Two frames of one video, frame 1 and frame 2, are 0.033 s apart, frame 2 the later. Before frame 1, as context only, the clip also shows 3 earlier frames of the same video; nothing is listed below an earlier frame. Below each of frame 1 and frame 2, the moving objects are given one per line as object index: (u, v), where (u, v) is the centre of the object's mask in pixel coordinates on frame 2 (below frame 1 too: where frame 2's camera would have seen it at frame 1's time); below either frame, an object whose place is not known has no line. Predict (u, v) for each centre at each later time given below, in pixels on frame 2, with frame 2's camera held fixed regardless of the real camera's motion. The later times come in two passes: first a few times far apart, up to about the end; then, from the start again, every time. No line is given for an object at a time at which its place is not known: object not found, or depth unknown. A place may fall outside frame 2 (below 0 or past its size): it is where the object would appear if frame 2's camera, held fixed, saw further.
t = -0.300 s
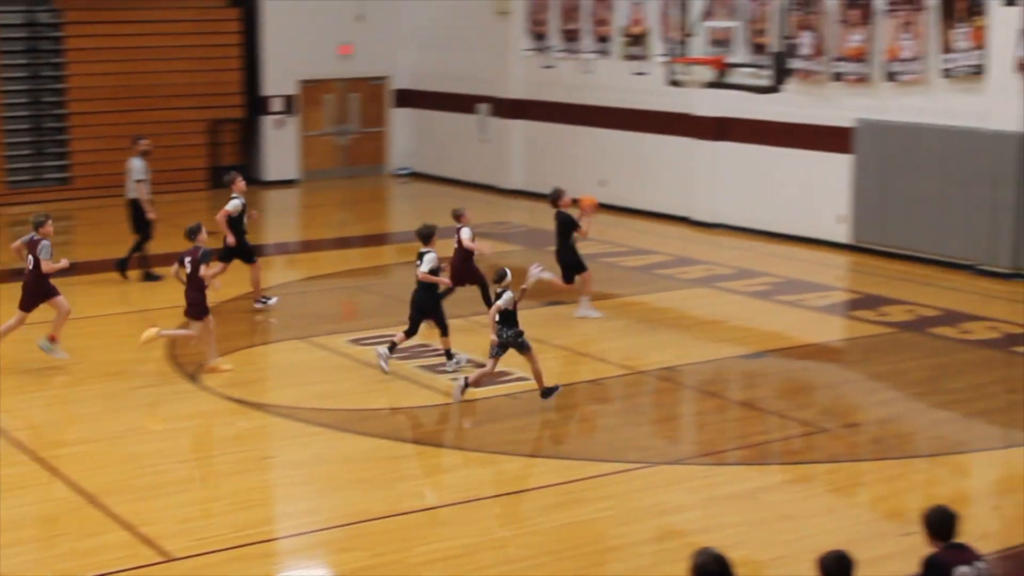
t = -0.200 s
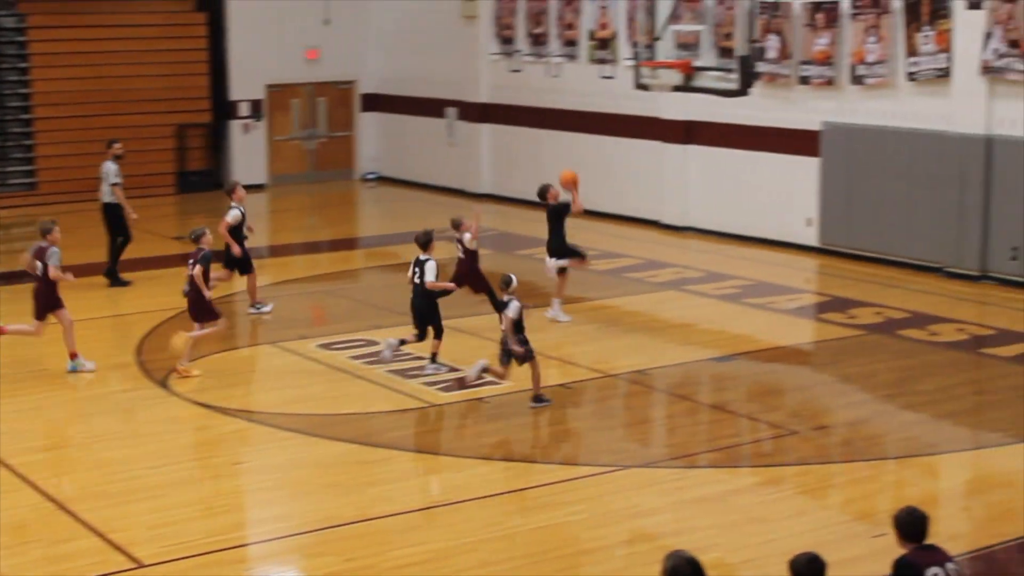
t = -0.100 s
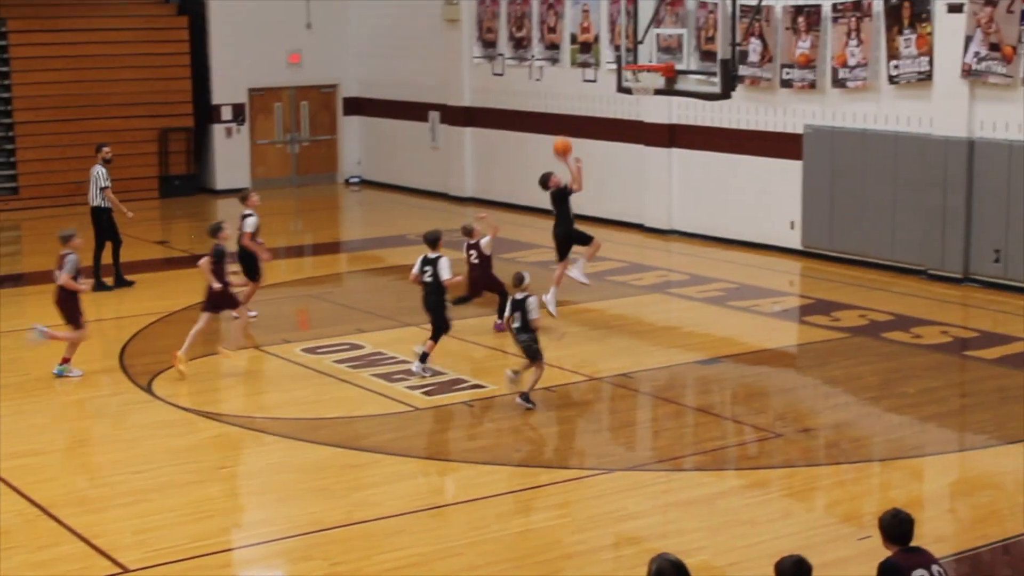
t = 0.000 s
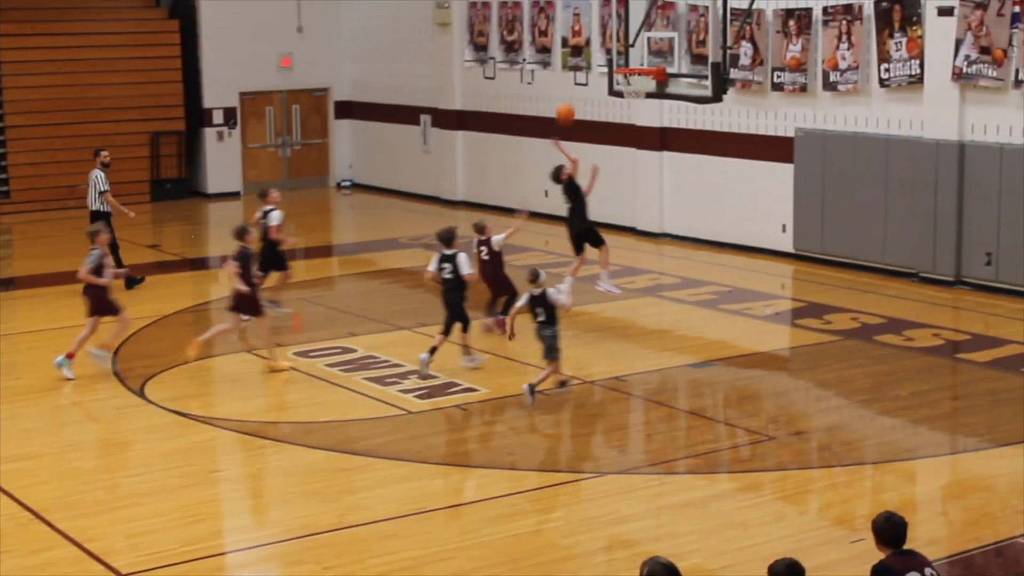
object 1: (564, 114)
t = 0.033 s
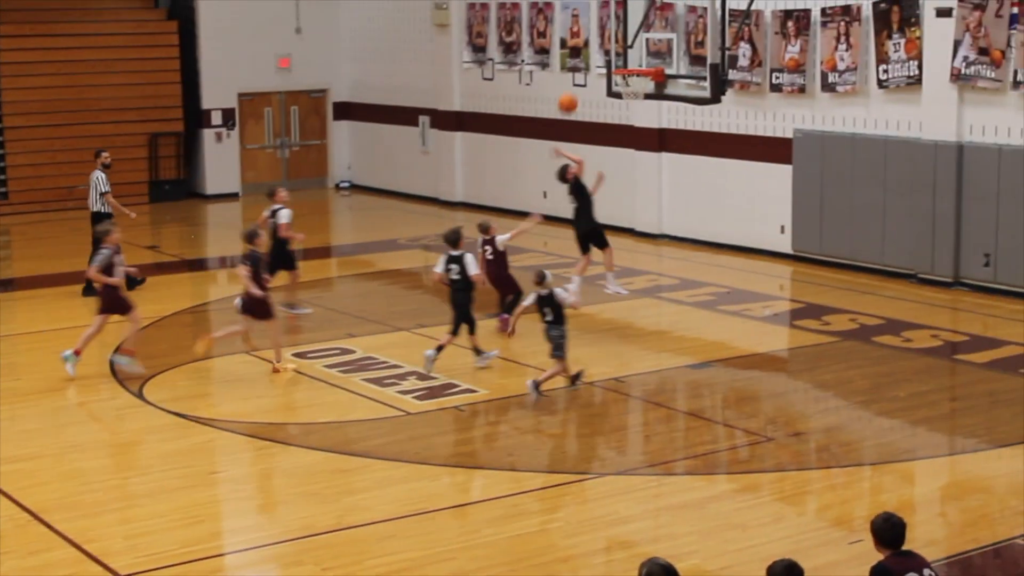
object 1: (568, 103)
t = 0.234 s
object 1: (590, 56)
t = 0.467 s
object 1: (617, 43)
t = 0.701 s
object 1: (638, 63)
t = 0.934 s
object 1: (628, 85)
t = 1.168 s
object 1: (624, 114)
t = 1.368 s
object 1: (625, 167)
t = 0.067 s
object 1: (571, 93)
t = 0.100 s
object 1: (575, 84)
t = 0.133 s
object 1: (579, 76)
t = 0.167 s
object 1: (583, 68)
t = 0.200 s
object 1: (587, 62)
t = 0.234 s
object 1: (590, 56)
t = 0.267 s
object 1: (594, 52)
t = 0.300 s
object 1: (598, 48)
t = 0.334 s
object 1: (602, 46)
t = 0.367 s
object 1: (606, 44)
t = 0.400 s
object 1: (609, 43)
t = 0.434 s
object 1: (613, 43)
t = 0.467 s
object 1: (617, 43)
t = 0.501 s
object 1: (621, 46)
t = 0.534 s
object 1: (625, 48)
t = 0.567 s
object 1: (629, 52)
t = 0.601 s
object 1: (633, 57)
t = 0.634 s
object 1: (637, 62)
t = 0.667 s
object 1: (638, 64)
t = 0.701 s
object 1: (638, 63)
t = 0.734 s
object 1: (638, 64)
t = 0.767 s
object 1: (638, 65)
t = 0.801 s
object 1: (637, 70)
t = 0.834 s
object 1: (635, 73)
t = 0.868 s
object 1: (633, 77)
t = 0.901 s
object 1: (630, 81)
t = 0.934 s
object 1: (628, 85)
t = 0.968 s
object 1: (626, 92)
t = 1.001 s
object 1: (624, 95)
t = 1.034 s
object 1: (624, 96)
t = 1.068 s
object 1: (624, 99)
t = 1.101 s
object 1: (624, 105)
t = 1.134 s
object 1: (624, 109)
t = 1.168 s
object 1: (624, 114)
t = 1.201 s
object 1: (624, 122)
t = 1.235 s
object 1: (624, 129)
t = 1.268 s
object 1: (624, 136)
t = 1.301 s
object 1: (624, 144)
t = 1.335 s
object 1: (625, 155)
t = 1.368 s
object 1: (625, 167)
